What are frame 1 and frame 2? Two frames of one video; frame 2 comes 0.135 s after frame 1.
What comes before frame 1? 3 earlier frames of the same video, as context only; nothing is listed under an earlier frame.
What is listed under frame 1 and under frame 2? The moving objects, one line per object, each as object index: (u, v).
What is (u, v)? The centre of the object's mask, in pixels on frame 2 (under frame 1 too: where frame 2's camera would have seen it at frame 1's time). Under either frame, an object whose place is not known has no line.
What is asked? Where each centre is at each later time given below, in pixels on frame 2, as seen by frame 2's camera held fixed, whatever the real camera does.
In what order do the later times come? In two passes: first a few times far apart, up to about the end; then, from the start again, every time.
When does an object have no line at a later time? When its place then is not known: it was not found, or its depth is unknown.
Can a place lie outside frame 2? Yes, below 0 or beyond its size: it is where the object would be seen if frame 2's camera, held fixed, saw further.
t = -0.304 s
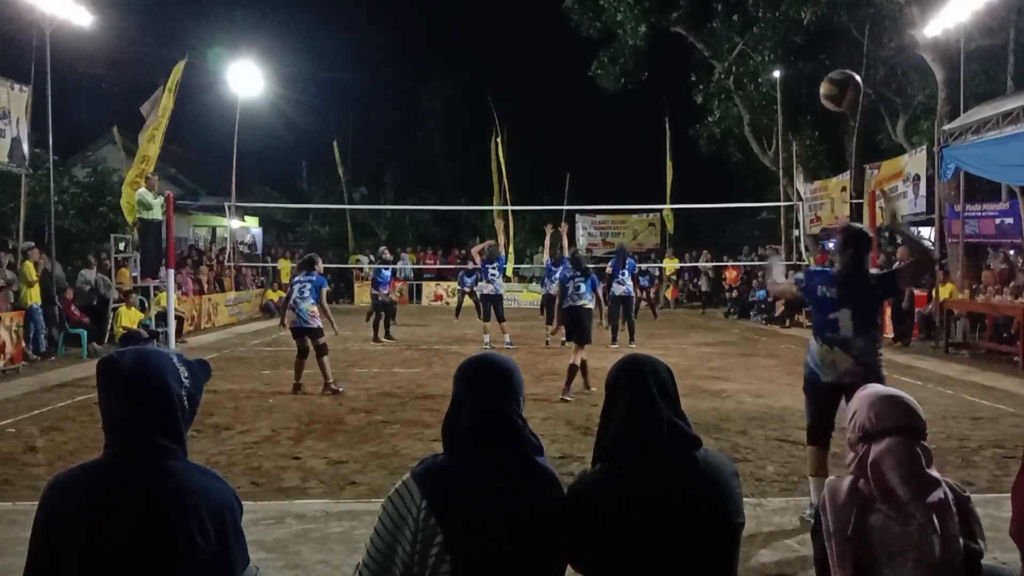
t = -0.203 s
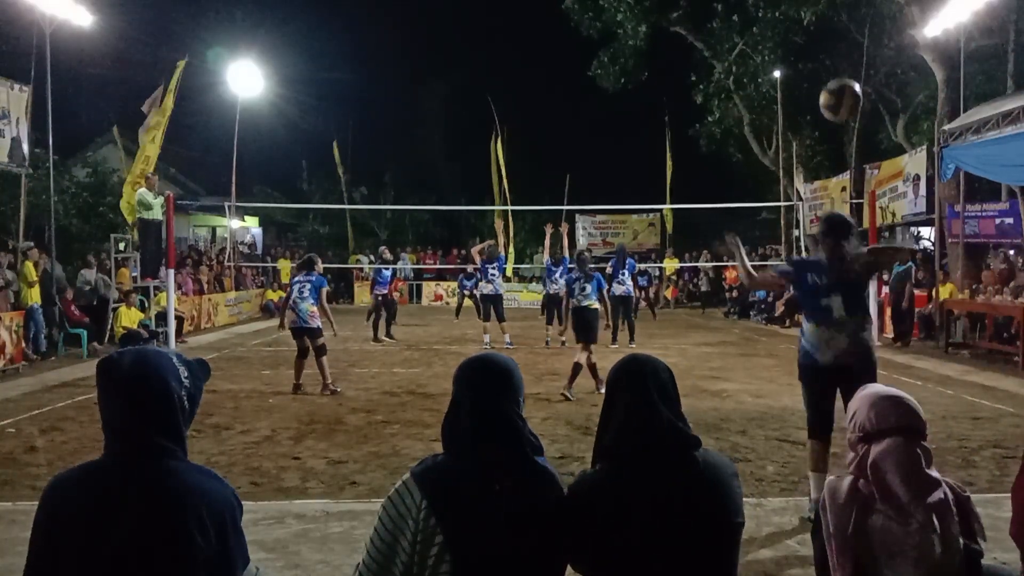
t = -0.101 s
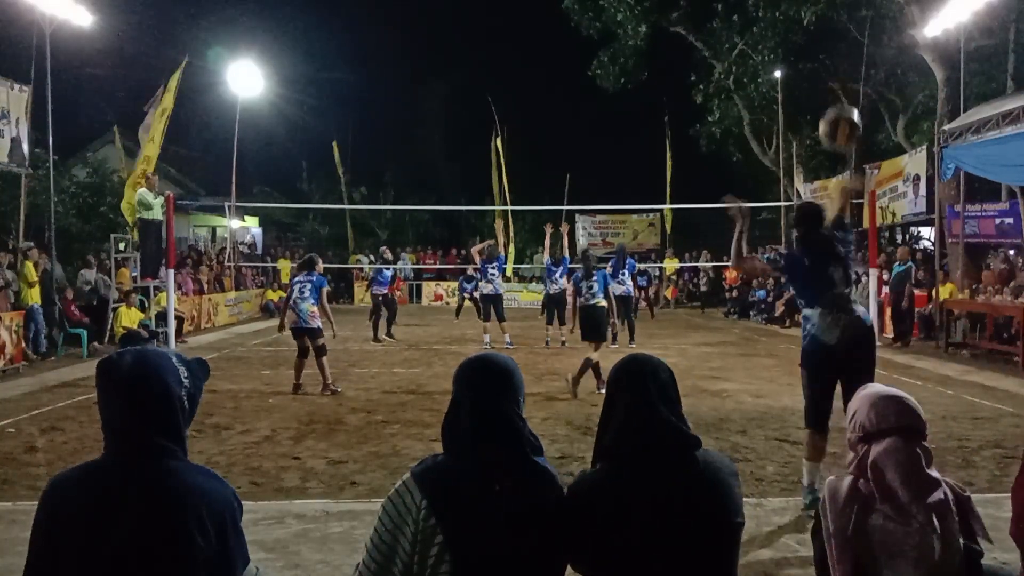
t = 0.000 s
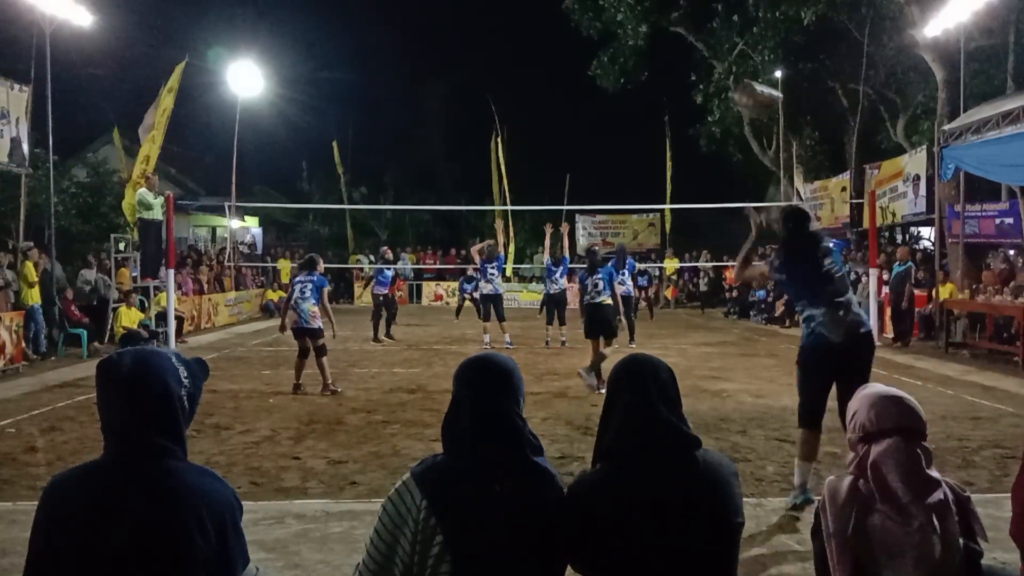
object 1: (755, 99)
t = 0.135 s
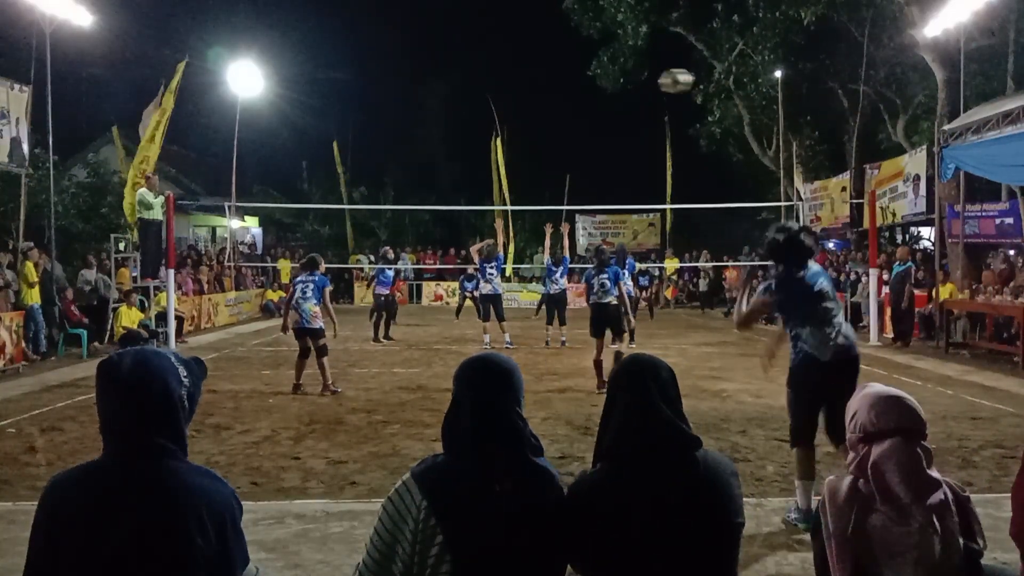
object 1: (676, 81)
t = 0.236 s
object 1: (641, 86)
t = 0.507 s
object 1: (587, 131)
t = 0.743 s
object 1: (555, 186)
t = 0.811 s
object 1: (548, 201)
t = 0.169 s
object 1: (662, 82)
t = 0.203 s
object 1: (650, 83)
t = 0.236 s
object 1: (641, 86)
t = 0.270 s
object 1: (631, 89)
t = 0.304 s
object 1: (624, 94)
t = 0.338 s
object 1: (617, 99)
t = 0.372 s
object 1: (610, 104)
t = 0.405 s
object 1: (604, 110)
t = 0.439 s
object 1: (598, 117)
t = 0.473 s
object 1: (593, 124)
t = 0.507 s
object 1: (587, 131)
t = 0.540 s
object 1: (582, 139)
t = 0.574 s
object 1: (577, 146)
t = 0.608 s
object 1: (572, 154)
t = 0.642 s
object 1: (568, 162)
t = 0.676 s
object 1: (564, 170)
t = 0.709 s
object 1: (559, 179)
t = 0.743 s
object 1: (555, 186)
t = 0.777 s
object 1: (551, 195)
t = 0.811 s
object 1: (548, 201)
